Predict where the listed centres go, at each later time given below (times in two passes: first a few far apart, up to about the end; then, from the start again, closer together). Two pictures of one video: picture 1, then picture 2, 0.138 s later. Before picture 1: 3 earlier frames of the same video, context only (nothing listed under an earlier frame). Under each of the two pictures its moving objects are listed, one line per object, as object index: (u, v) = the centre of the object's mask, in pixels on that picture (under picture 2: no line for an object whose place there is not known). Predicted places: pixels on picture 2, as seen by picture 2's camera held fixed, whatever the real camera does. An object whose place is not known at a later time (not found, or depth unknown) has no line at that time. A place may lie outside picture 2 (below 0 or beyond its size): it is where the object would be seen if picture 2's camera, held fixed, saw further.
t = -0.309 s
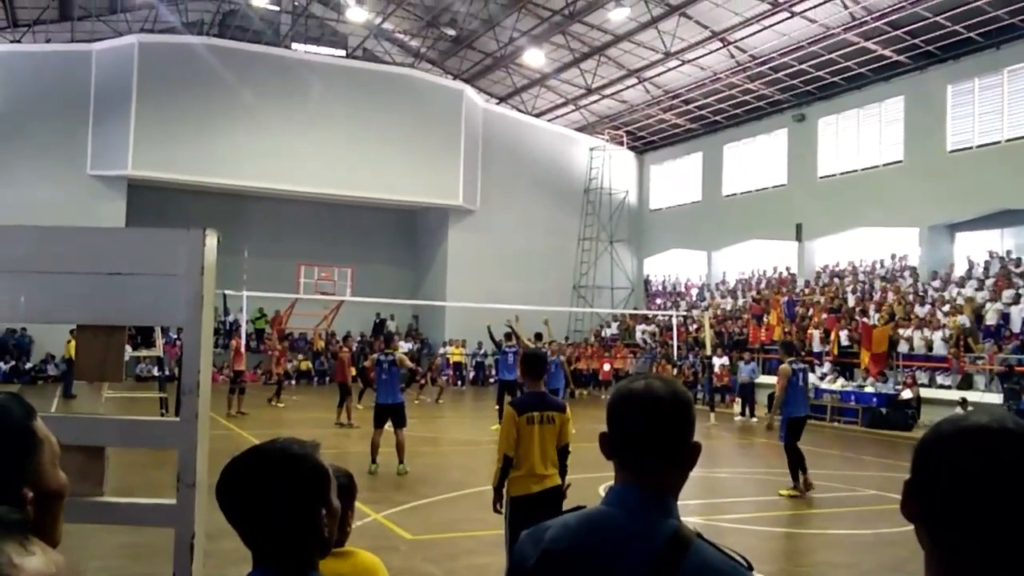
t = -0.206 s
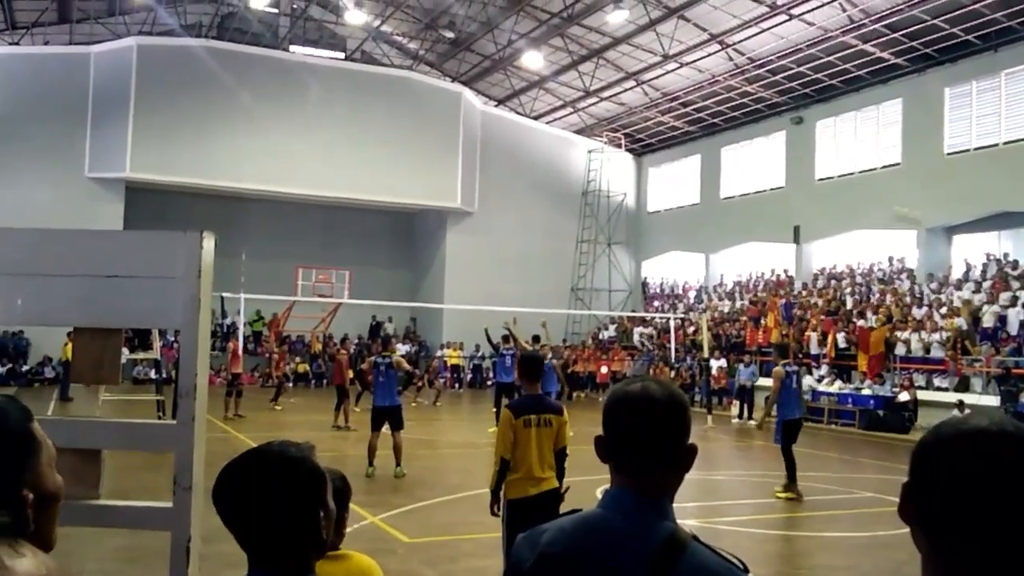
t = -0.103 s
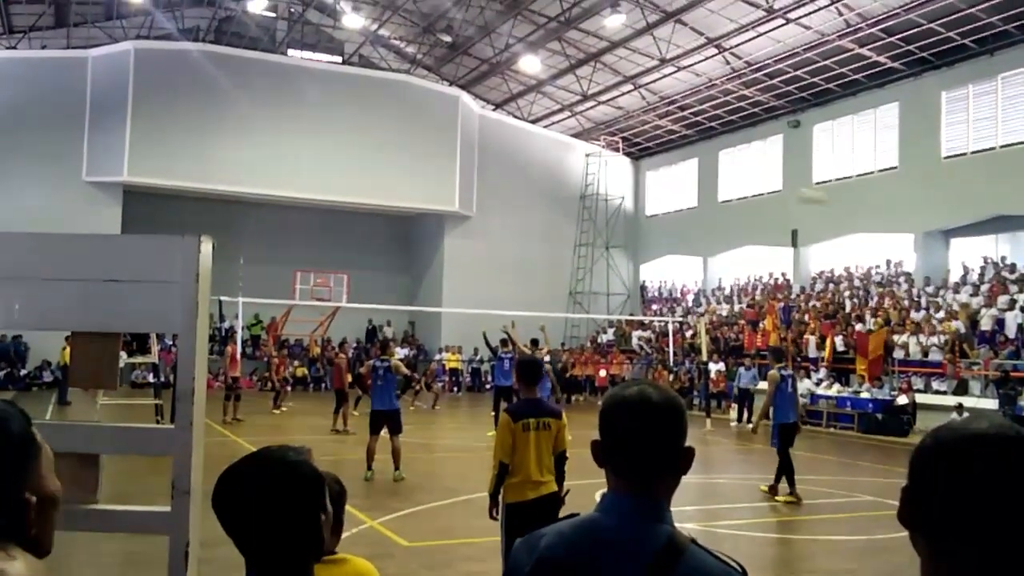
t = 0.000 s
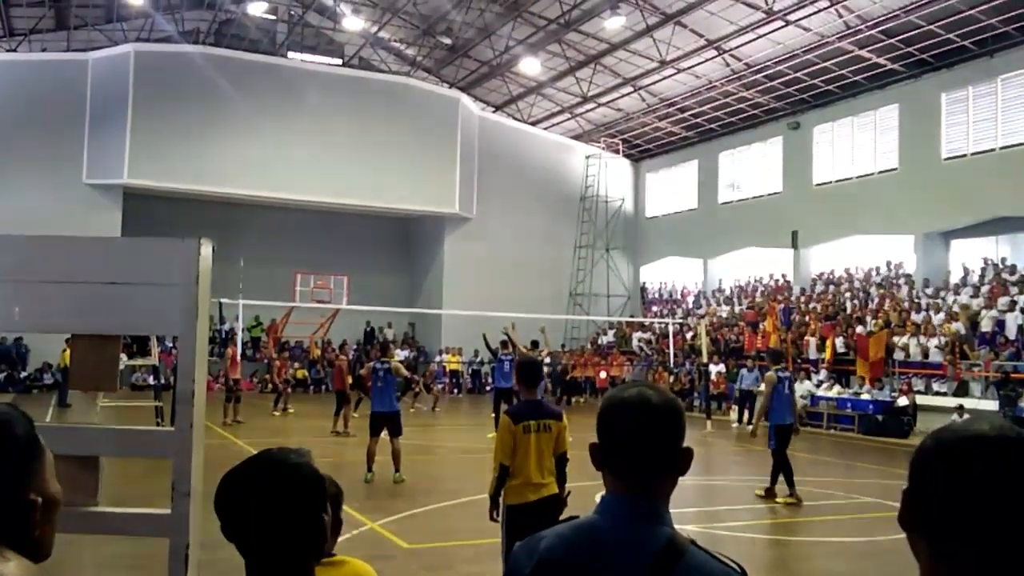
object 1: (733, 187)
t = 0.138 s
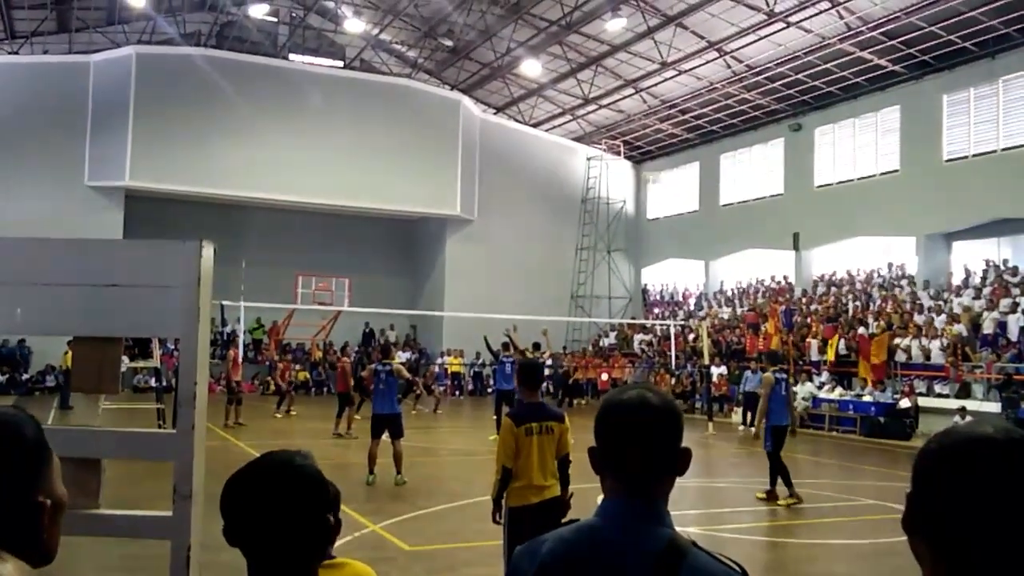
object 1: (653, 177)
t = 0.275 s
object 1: (579, 182)
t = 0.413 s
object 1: (523, 185)
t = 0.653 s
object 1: (434, 217)
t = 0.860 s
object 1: (373, 255)
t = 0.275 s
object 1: (579, 182)
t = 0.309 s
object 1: (566, 179)
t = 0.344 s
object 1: (551, 181)
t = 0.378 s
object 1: (537, 183)
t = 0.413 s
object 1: (523, 185)
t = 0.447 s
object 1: (509, 189)
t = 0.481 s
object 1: (496, 193)
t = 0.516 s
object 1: (483, 197)
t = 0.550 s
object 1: (471, 201)
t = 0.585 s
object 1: (459, 205)
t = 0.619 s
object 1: (451, 210)
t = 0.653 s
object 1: (434, 217)
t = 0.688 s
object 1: (424, 222)
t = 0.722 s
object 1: (413, 228)
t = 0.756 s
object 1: (403, 234)
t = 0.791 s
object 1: (392, 241)
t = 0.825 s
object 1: (383, 248)
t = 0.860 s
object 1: (373, 255)
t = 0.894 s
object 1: (364, 262)
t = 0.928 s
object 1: (355, 269)
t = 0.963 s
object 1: (346, 277)
